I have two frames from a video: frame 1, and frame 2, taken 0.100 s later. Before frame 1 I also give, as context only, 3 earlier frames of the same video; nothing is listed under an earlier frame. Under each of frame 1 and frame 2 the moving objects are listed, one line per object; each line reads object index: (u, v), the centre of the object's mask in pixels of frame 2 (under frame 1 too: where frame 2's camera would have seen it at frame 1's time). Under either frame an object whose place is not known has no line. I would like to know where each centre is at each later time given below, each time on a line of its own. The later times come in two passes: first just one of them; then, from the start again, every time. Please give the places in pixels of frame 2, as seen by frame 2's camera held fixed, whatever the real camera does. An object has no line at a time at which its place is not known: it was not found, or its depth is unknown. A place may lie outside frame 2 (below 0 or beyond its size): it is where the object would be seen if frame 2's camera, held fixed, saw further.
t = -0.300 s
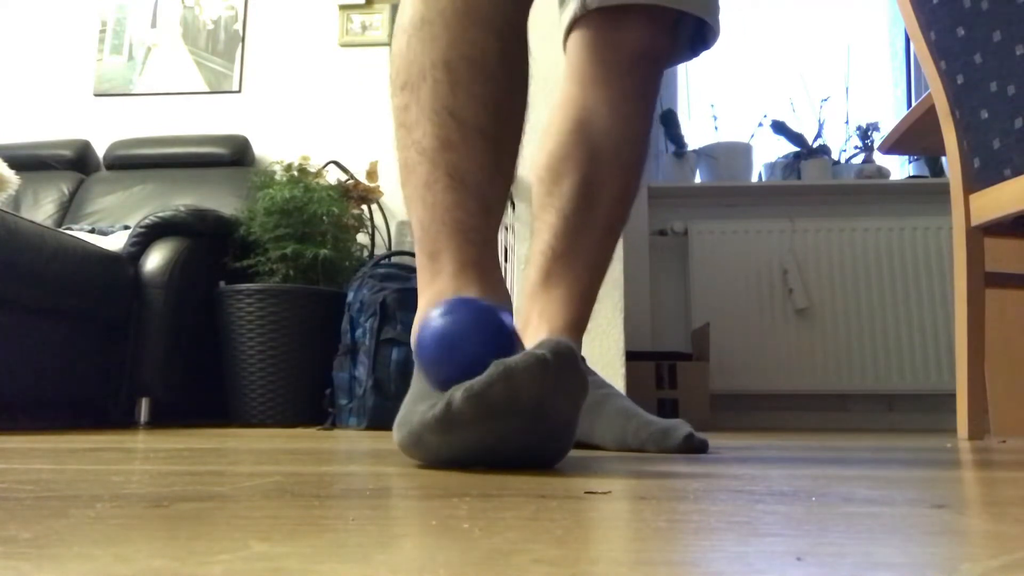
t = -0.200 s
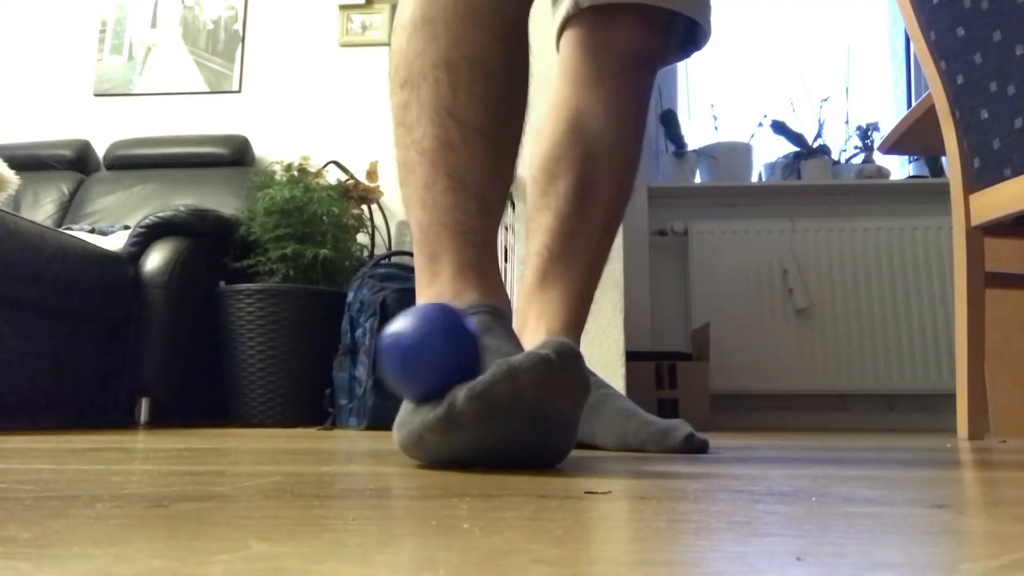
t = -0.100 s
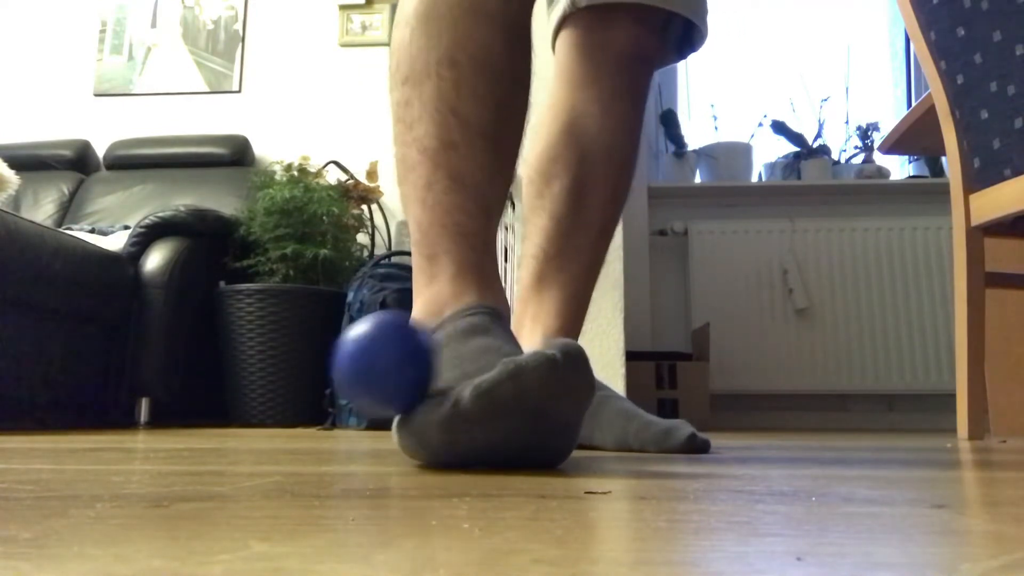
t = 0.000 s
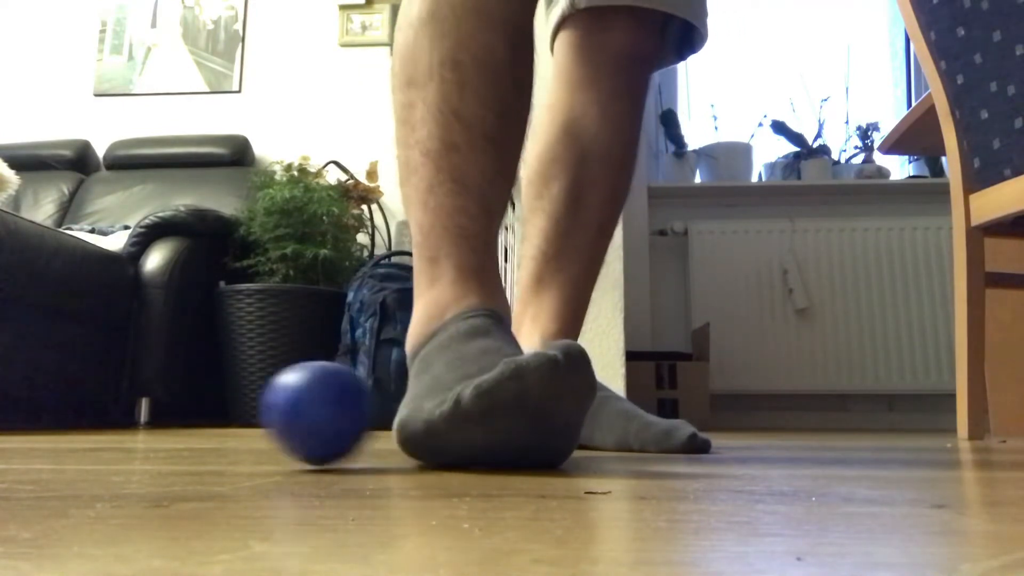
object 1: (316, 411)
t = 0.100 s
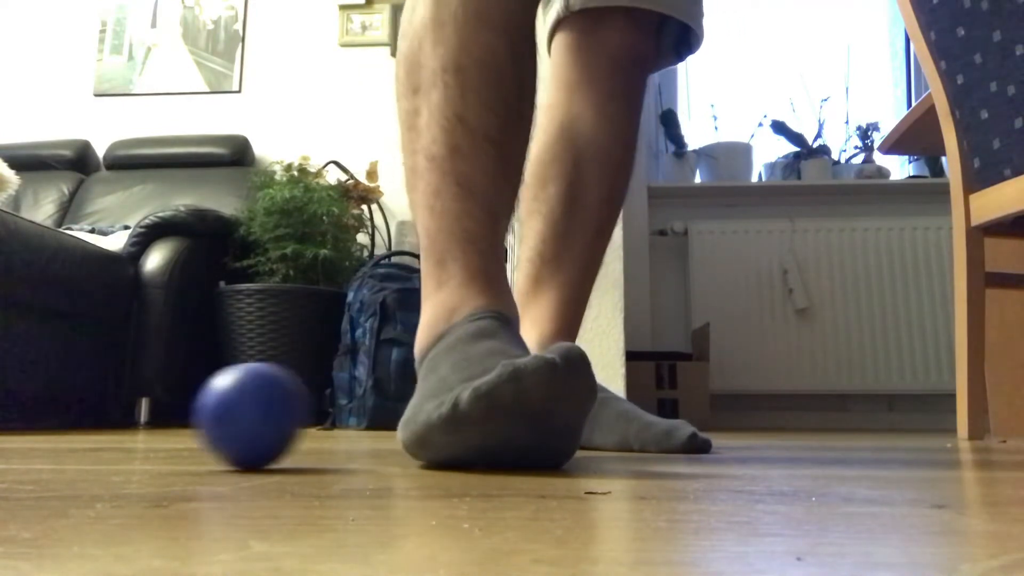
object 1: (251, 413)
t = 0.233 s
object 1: (170, 415)
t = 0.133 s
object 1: (229, 414)
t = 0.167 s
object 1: (208, 414)
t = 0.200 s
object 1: (189, 414)
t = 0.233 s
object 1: (170, 415)
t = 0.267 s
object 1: (151, 416)
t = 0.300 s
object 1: (132, 415)
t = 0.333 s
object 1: (116, 414)
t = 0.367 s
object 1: (99, 414)
